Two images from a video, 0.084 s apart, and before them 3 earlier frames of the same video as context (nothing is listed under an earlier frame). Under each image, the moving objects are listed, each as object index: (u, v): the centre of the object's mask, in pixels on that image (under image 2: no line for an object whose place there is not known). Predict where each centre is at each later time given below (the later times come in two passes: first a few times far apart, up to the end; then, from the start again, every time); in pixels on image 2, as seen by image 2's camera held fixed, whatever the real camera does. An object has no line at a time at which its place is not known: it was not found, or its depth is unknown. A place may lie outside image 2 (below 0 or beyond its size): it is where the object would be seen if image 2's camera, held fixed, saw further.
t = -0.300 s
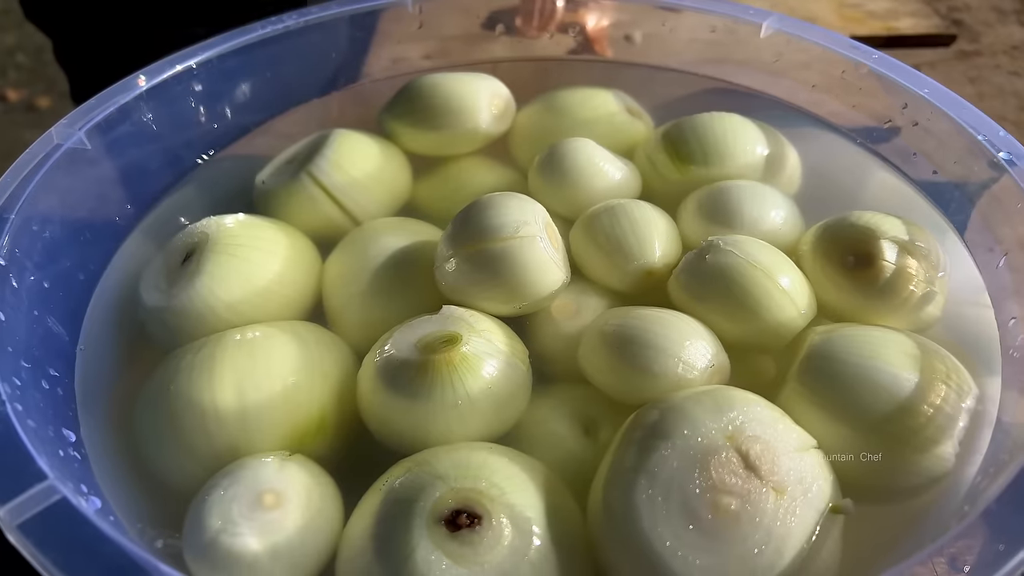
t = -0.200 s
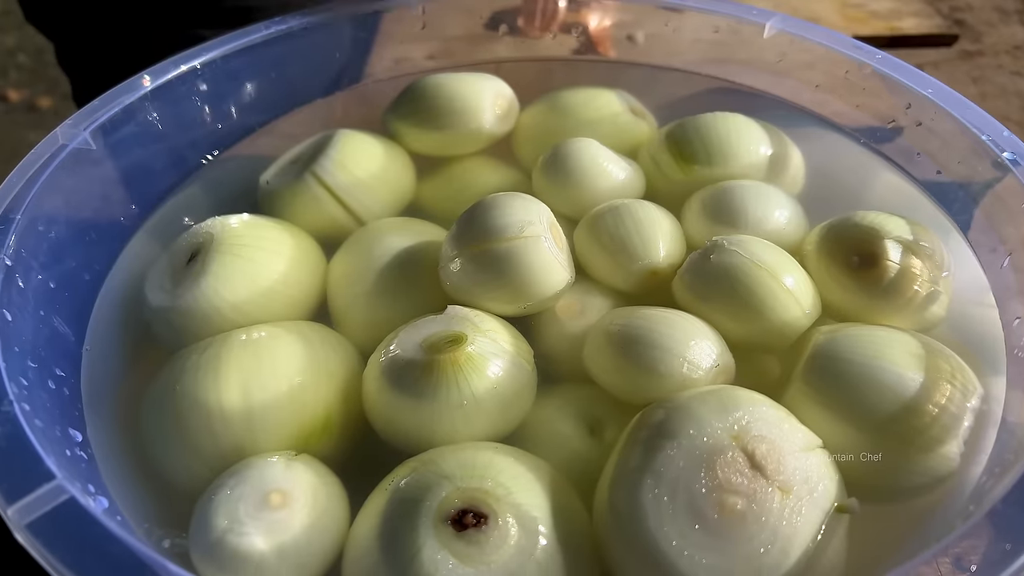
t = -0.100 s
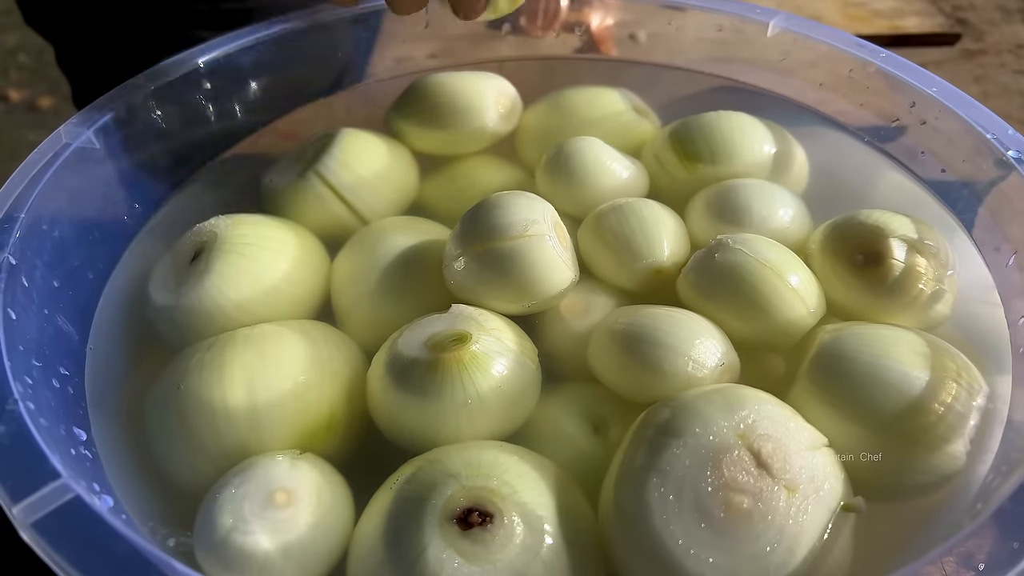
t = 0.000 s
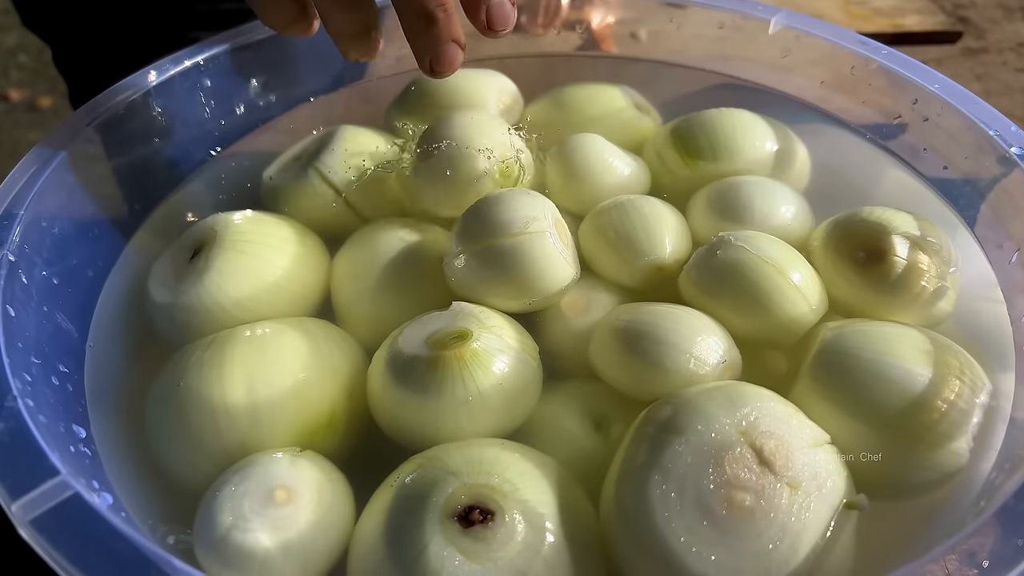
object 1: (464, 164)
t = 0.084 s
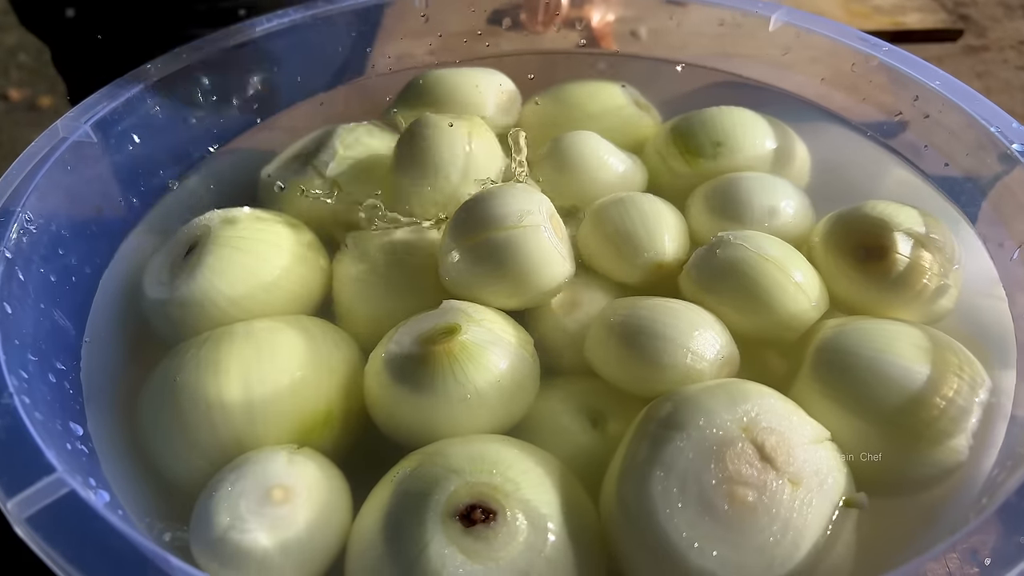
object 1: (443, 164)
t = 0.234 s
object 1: (444, 171)
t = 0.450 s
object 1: (449, 176)
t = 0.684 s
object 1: (449, 176)
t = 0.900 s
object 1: (447, 175)
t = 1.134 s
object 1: (444, 175)
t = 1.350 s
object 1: (444, 175)
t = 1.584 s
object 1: (445, 175)
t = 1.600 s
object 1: (444, 175)
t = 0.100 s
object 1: (446, 162)
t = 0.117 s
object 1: (446, 161)
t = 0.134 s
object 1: (447, 161)
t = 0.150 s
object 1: (447, 163)
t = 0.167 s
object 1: (448, 166)
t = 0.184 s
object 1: (443, 170)
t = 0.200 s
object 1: (443, 170)
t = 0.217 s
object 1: (443, 170)
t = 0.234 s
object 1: (444, 171)
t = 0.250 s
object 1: (445, 172)
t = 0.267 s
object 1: (445, 173)
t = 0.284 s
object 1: (444, 174)
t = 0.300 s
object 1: (445, 175)
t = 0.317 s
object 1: (446, 175)
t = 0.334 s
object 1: (446, 176)
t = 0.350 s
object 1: (446, 177)
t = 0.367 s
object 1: (447, 177)
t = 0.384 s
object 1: (448, 176)
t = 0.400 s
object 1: (448, 176)
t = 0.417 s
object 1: (449, 176)
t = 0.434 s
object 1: (449, 176)
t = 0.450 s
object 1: (449, 176)
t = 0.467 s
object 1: (449, 176)
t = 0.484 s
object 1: (449, 176)
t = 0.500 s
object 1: (449, 176)
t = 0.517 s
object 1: (449, 176)
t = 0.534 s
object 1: (449, 176)
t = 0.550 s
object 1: (449, 177)
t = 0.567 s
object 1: (449, 176)
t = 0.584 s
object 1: (449, 176)
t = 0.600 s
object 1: (449, 176)
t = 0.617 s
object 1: (449, 176)
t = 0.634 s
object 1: (449, 176)
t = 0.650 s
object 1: (449, 176)
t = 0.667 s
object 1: (448, 176)
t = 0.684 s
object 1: (449, 176)
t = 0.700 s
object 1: (449, 176)
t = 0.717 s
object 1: (449, 176)
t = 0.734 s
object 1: (448, 176)
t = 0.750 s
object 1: (449, 176)
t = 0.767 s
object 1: (448, 176)
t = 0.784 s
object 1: (449, 176)
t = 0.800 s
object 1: (448, 176)
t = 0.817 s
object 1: (448, 176)
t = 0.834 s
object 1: (448, 175)
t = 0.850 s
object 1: (448, 175)
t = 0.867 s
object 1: (447, 175)
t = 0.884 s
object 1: (447, 175)
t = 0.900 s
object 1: (447, 175)
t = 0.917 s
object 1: (447, 175)
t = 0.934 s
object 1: (446, 176)
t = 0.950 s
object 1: (446, 175)
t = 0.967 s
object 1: (447, 175)
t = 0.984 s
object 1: (446, 175)
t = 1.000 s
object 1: (446, 175)
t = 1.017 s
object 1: (446, 175)
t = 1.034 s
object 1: (446, 175)
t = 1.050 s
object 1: (446, 175)
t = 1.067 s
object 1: (445, 175)
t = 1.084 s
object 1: (445, 175)
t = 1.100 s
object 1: (445, 175)
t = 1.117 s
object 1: (445, 175)
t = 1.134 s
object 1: (444, 175)
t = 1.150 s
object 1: (444, 175)
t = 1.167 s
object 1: (444, 175)
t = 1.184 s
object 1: (444, 175)
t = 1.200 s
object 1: (444, 175)
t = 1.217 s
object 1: (444, 175)
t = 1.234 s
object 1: (444, 175)
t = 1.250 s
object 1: (444, 175)
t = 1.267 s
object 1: (444, 175)
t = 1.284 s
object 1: (444, 175)
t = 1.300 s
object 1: (444, 175)
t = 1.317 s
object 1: (444, 175)
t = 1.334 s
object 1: (444, 175)
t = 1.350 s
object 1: (444, 175)
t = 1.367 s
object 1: (444, 175)
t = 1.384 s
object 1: (444, 175)
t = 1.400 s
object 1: (444, 175)
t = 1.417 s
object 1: (444, 175)
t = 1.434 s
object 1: (444, 175)
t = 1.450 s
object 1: (444, 175)
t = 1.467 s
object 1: (444, 175)
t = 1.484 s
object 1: (445, 175)
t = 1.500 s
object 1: (445, 175)
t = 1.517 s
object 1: (445, 175)
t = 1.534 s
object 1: (445, 175)
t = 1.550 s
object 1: (444, 175)
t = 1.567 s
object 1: (444, 175)
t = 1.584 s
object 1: (445, 175)
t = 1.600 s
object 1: (444, 175)
